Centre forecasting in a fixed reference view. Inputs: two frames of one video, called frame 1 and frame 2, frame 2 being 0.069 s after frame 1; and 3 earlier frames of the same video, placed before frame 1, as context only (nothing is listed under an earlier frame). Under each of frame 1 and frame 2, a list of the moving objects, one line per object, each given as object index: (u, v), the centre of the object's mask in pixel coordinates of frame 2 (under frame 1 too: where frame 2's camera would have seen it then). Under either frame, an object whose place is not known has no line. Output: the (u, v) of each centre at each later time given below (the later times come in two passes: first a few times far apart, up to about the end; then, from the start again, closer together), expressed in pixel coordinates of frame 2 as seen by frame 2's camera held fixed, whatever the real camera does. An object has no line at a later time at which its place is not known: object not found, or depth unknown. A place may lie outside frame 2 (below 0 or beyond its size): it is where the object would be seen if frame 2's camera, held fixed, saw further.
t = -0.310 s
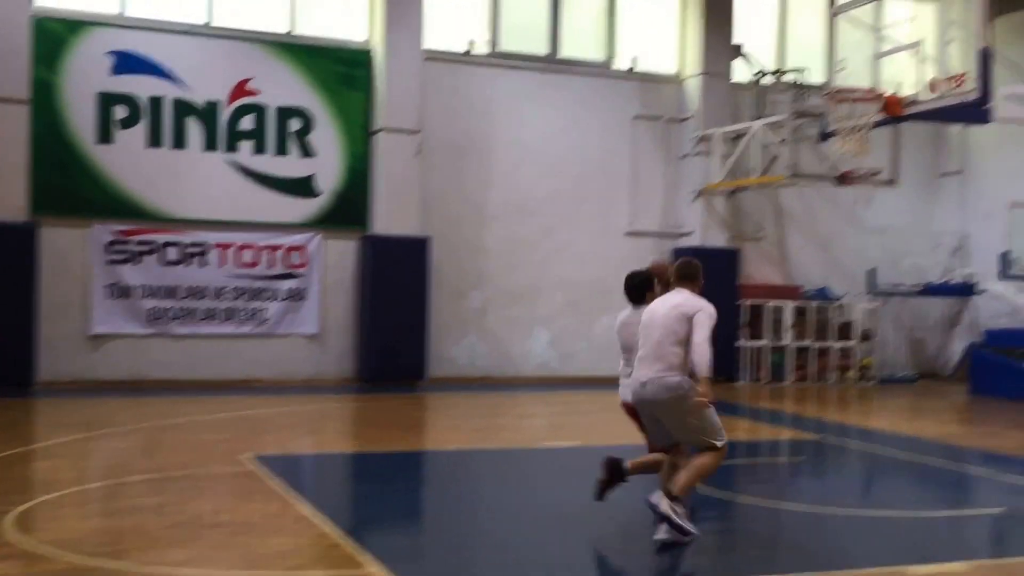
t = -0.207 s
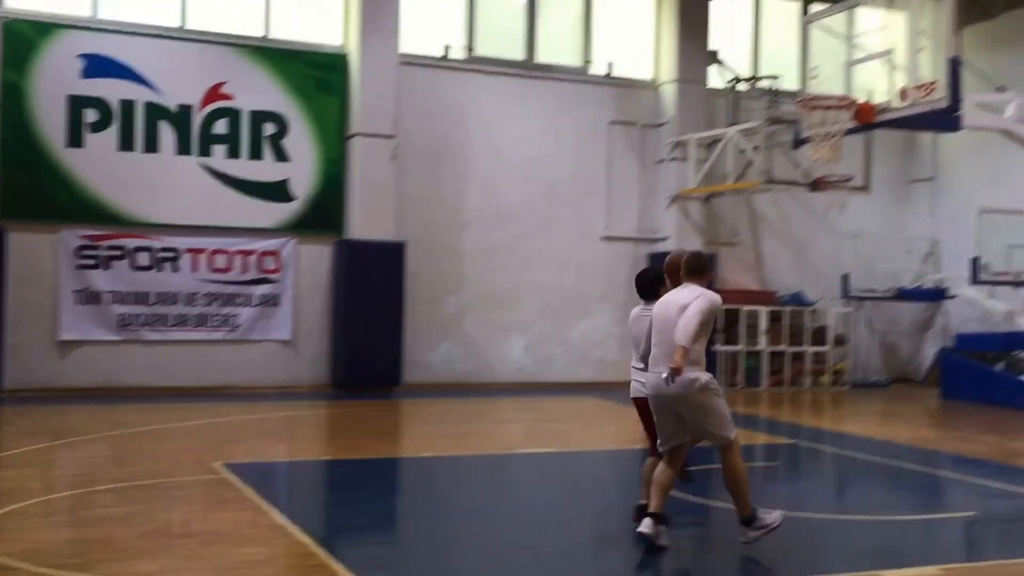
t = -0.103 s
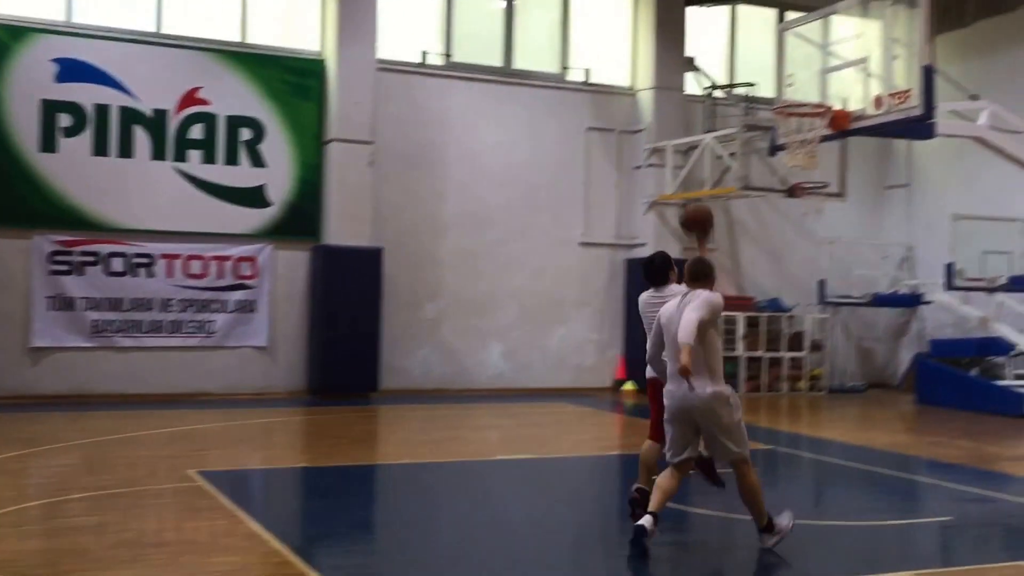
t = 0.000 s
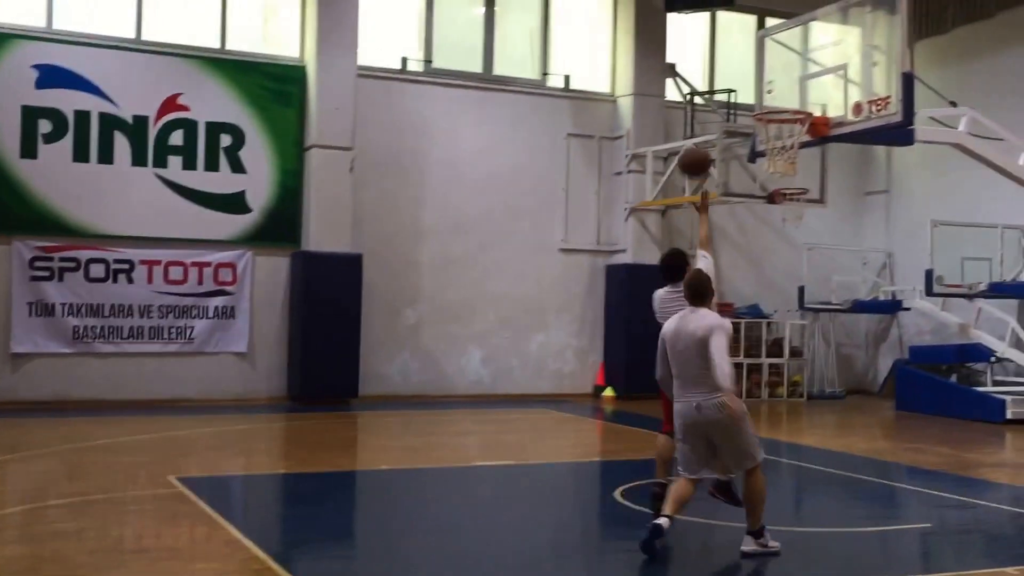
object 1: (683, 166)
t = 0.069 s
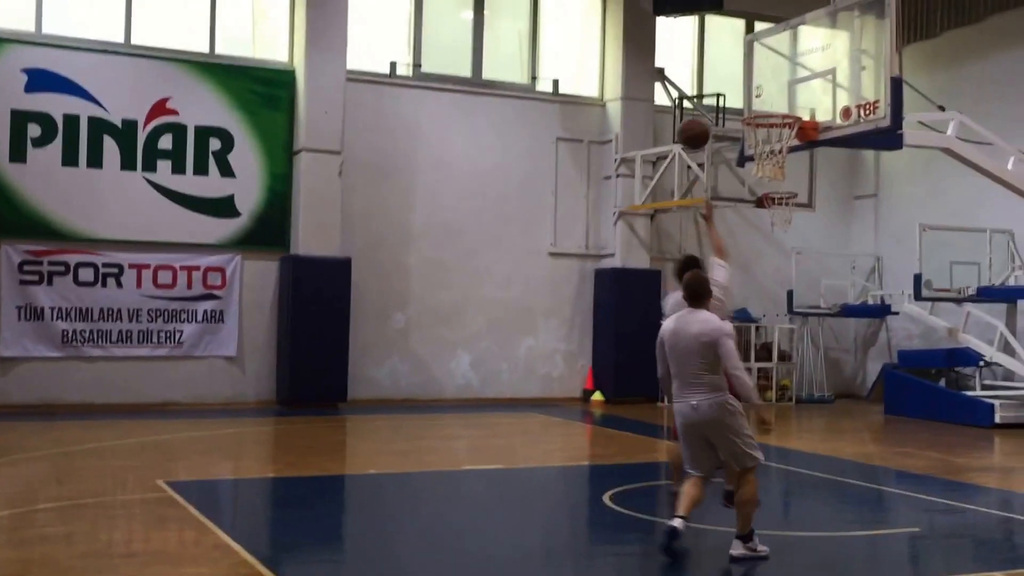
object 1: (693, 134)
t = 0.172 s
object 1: (707, 98)
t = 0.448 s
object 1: (742, 68)
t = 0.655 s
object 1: (767, 115)
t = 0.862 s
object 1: (780, 135)
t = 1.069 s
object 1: (771, 151)
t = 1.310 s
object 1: (756, 211)
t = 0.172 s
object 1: (707, 98)
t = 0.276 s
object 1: (722, 74)
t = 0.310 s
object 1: (727, 70)
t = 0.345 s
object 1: (731, 67)
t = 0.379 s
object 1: (734, 66)
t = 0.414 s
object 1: (738, 66)
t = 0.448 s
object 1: (742, 68)
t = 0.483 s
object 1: (746, 70)
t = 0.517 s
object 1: (750, 75)
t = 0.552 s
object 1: (754, 80)
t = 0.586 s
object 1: (757, 87)
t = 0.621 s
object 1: (761, 95)
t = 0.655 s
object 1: (767, 115)
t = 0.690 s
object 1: (770, 121)
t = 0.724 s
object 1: (775, 124)
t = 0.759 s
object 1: (778, 130)
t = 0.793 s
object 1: (781, 132)
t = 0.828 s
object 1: (781, 134)
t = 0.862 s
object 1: (780, 135)
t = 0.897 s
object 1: (779, 136)
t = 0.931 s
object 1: (778, 139)
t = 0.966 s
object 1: (777, 140)
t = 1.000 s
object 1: (775, 143)
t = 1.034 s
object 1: (773, 146)
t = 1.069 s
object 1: (771, 151)
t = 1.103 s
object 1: (769, 156)
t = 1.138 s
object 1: (768, 169)
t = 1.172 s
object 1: (768, 174)
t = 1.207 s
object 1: (764, 180)
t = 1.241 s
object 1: (762, 188)
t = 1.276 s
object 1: (758, 198)
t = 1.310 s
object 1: (756, 211)
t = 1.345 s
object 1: (754, 224)
